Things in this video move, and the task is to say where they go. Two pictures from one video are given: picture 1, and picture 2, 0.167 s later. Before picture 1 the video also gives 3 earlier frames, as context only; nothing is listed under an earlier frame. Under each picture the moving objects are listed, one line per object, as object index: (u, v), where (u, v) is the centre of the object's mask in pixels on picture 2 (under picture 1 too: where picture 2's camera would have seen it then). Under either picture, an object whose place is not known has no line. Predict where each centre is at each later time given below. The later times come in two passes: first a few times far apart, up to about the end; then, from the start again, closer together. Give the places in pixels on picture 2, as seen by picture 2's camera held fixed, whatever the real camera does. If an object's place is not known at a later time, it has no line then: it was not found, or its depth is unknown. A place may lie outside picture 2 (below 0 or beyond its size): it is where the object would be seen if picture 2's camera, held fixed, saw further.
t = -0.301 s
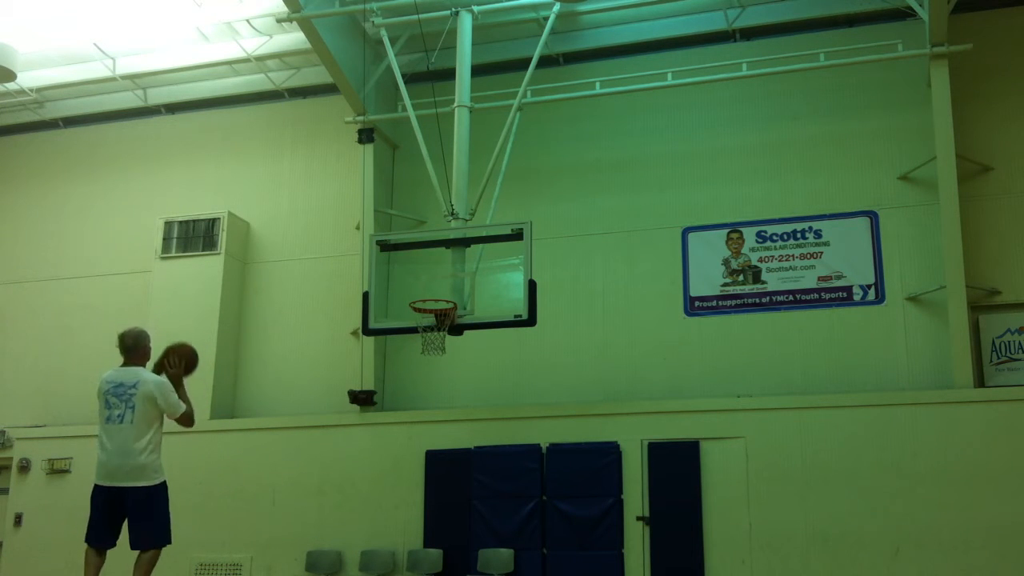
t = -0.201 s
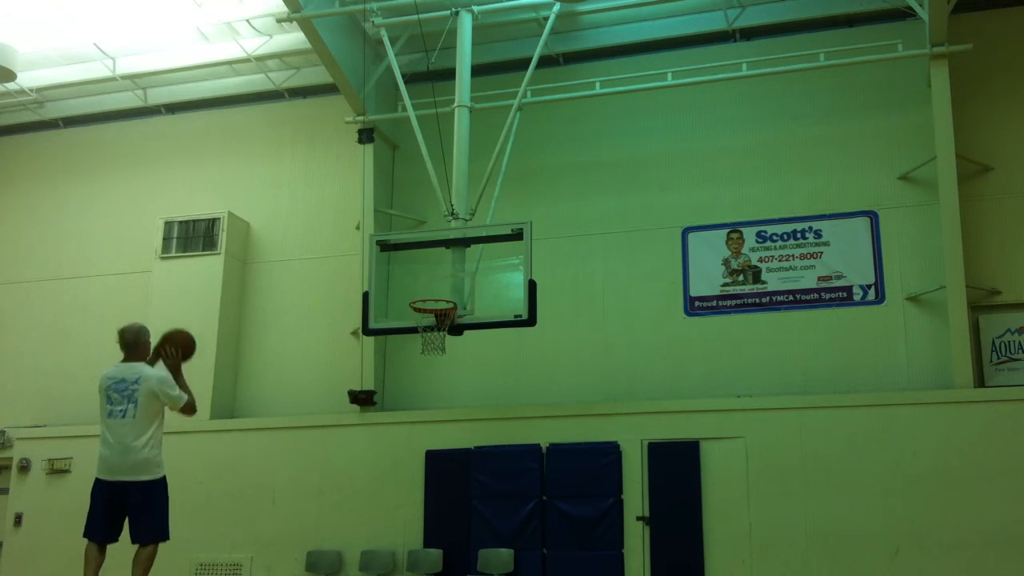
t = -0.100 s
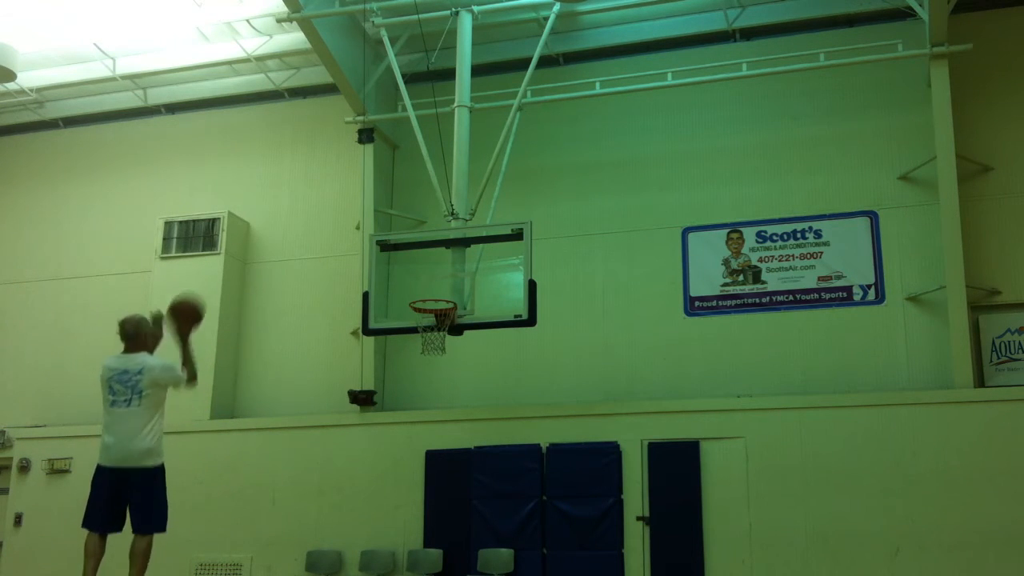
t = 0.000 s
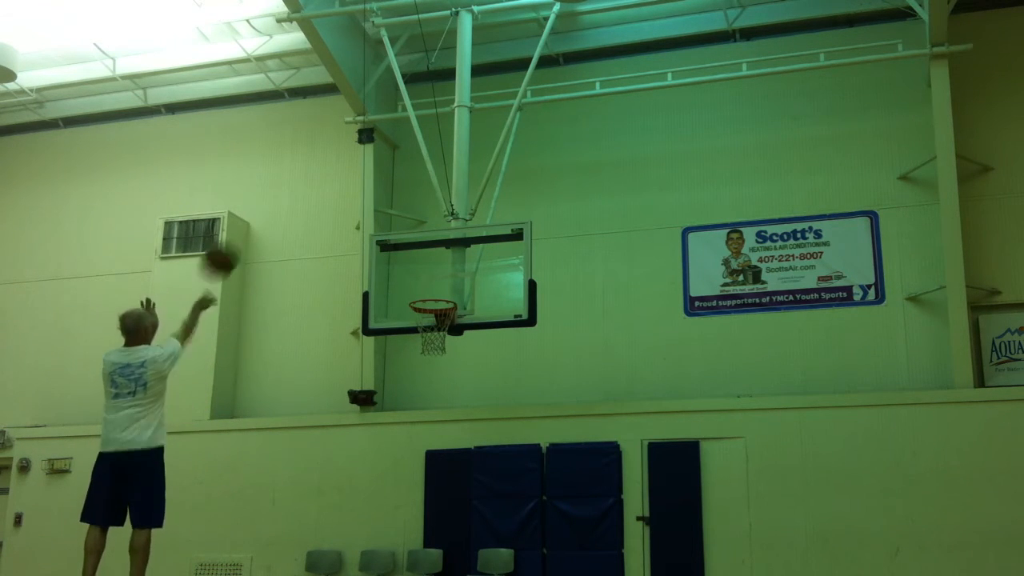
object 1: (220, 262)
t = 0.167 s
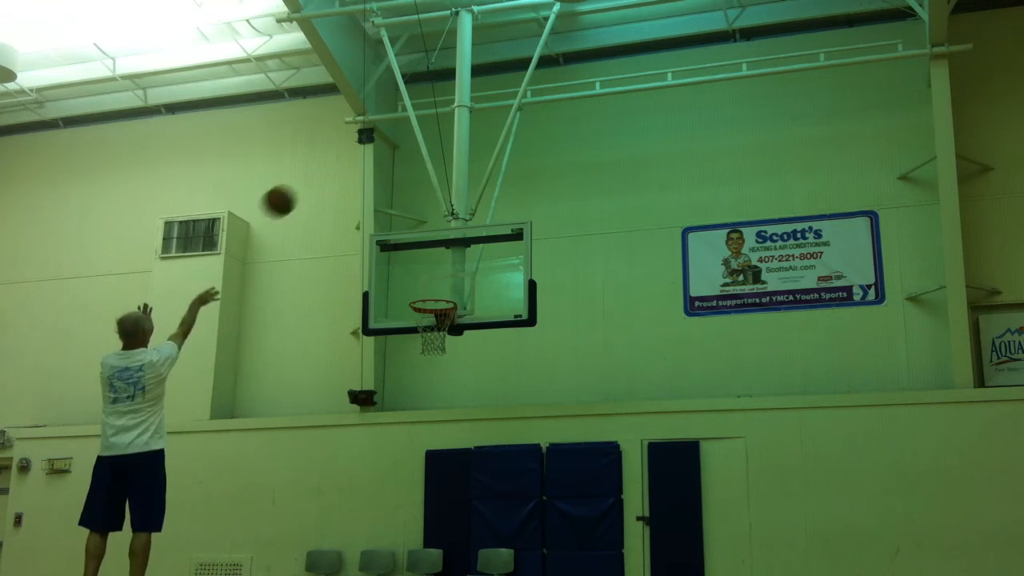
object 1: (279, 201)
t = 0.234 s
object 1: (299, 189)
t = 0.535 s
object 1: (372, 196)
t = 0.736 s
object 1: (412, 247)
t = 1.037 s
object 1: (444, 331)
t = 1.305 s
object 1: (431, 399)
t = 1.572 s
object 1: (414, 539)
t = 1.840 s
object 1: (405, 518)
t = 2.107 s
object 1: (393, 446)
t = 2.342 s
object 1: (380, 440)
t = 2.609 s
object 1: (361, 503)
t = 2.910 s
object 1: (339, 562)
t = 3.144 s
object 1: (328, 500)
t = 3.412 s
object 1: (311, 502)
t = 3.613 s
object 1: (294, 555)
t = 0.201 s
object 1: (289, 194)
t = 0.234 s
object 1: (299, 189)
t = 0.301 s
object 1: (317, 183)
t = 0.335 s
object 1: (326, 181)
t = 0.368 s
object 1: (335, 181)
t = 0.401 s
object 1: (342, 182)
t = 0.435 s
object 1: (350, 184)
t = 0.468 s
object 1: (358, 186)
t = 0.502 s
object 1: (365, 191)
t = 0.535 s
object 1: (372, 196)
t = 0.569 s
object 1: (379, 202)
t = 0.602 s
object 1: (386, 209)
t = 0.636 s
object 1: (393, 217)
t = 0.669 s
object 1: (399, 225)
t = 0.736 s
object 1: (412, 247)
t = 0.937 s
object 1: (442, 325)
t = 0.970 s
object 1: (444, 328)
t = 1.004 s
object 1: (444, 329)
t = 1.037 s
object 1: (444, 331)
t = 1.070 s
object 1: (443, 335)
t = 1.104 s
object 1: (441, 344)
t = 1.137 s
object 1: (439, 351)
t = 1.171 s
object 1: (438, 358)
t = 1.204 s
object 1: (436, 367)
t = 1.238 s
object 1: (434, 377)
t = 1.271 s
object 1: (433, 388)
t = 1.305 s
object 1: (431, 399)
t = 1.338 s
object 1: (430, 412)
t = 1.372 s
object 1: (428, 428)
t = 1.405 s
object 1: (425, 443)
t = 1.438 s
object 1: (422, 458)
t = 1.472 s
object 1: (418, 478)
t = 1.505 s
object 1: (417, 498)
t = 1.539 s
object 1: (416, 518)
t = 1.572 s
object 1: (414, 539)
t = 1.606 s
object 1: (415, 563)
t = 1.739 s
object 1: (409, 563)
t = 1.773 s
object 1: (407, 547)
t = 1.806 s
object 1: (406, 532)
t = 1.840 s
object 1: (405, 518)
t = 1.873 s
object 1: (403, 505)
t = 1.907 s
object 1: (402, 494)
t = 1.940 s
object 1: (401, 483)
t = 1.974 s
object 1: (399, 473)
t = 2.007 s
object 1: (398, 465)
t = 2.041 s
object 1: (396, 458)
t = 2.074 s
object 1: (395, 451)
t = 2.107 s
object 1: (393, 446)
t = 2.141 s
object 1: (391, 442)
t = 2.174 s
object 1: (389, 439)
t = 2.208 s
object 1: (387, 437)
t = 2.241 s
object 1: (386, 436)
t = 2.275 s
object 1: (384, 436)
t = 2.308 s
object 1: (382, 438)
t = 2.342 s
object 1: (380, 440)
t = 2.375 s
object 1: (378, 444)
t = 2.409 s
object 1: (375, 449)
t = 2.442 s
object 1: (373, 455)
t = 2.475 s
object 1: (371, 462)
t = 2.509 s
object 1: (368, 470)
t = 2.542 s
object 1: (366, 480)
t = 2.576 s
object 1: (363, 490)
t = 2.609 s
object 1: (361, 503)
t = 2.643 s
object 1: (358, 516)
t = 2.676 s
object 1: (355, 531)
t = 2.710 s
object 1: (353, 546)
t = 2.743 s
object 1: (350, 563)
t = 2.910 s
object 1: (339, 562)
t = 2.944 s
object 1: (338, 550)
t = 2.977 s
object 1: (337, 538)
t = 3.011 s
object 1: (335, 528)
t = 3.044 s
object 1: (334, 519)
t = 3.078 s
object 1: (332, 512)
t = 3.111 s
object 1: (330, 506)
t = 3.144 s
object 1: (328, 500)
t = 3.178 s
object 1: (326, 496)
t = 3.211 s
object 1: (324, 494)
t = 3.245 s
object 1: (322, 492)
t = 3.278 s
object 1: (320, 491)
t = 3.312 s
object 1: (318, 492)
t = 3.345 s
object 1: (316, 494)
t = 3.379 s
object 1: (313, 497)
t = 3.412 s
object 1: (311, 502)
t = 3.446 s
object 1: (309, 507)
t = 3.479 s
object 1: (306, 514)
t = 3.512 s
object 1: (303, 522)
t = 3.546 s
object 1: (300, 532)
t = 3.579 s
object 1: (298, 542)
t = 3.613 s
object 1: (294, 555)
